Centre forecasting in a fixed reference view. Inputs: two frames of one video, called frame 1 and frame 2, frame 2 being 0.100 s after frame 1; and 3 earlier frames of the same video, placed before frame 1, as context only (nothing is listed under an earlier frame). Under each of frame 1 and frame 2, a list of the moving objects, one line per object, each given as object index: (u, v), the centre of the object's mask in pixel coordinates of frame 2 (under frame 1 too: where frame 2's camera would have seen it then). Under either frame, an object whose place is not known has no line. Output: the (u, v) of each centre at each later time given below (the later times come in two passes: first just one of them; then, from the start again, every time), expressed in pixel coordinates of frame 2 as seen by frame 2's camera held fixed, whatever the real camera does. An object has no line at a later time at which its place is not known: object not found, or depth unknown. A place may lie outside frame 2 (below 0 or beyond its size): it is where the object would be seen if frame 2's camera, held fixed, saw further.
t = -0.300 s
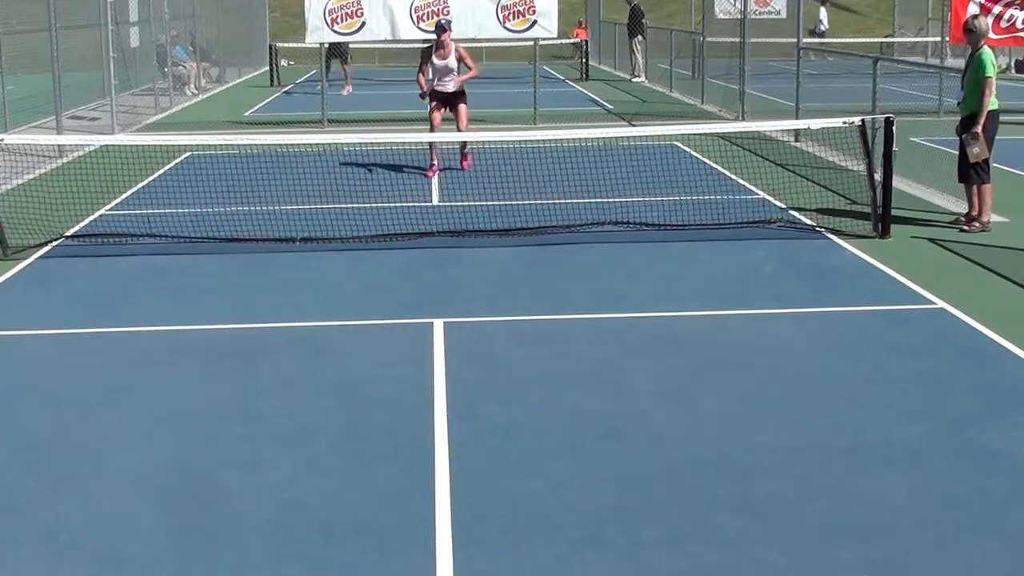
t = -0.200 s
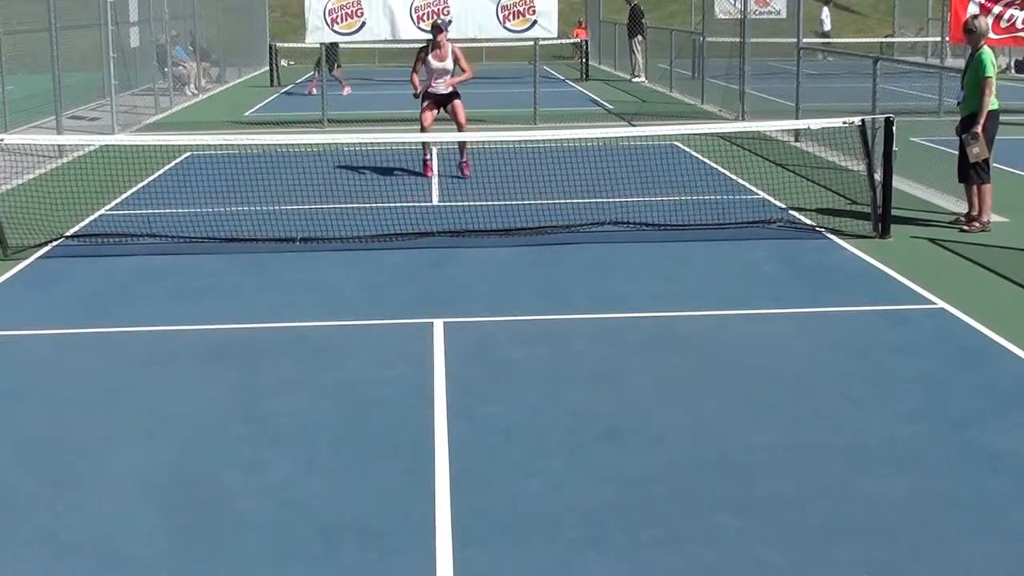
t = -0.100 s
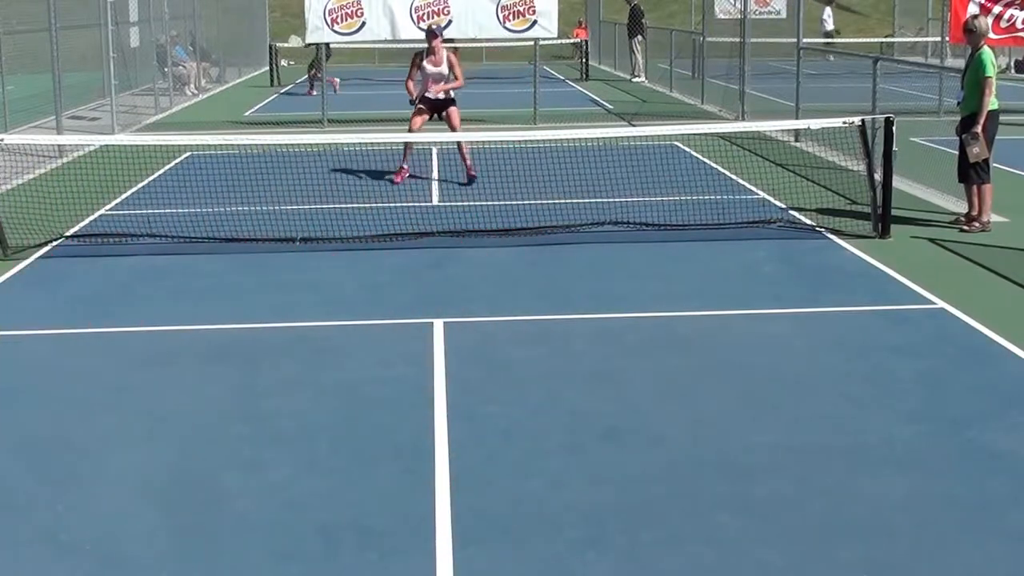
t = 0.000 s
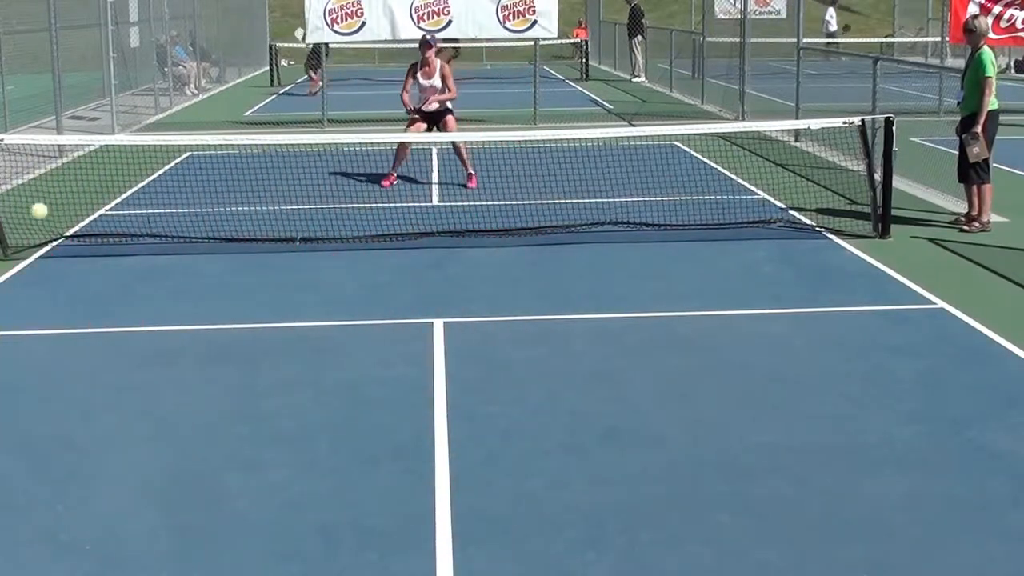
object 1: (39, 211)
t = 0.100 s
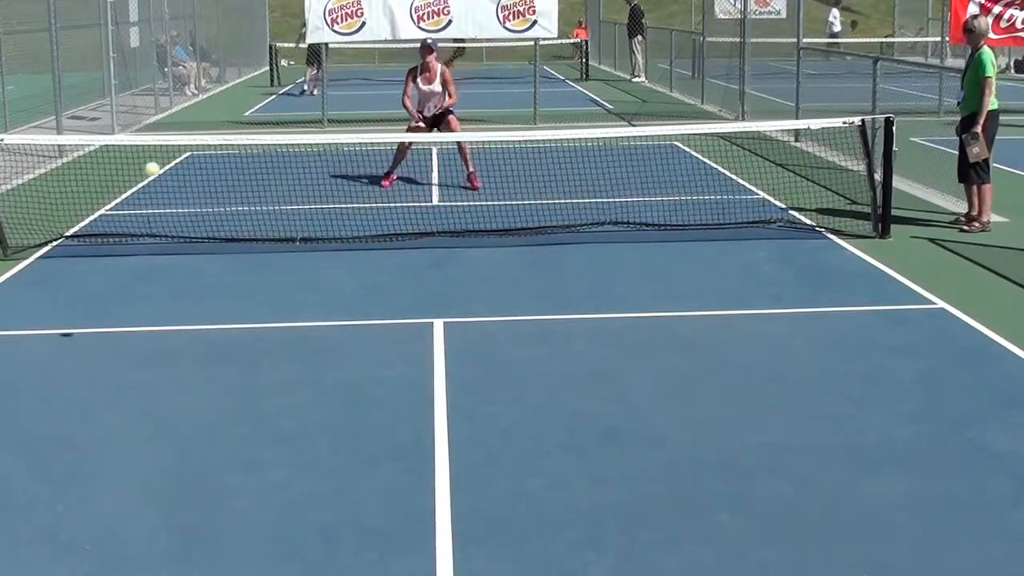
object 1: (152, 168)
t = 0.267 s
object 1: (285, 153)
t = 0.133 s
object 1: (184, 161)
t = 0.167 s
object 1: (211, 156)
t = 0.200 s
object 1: (238, 154)
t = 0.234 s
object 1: (262, 153)
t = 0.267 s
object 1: (285, 153)
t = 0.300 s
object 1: (306, 156)
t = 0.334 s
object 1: (325, 159)
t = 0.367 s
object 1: (344, 164)
